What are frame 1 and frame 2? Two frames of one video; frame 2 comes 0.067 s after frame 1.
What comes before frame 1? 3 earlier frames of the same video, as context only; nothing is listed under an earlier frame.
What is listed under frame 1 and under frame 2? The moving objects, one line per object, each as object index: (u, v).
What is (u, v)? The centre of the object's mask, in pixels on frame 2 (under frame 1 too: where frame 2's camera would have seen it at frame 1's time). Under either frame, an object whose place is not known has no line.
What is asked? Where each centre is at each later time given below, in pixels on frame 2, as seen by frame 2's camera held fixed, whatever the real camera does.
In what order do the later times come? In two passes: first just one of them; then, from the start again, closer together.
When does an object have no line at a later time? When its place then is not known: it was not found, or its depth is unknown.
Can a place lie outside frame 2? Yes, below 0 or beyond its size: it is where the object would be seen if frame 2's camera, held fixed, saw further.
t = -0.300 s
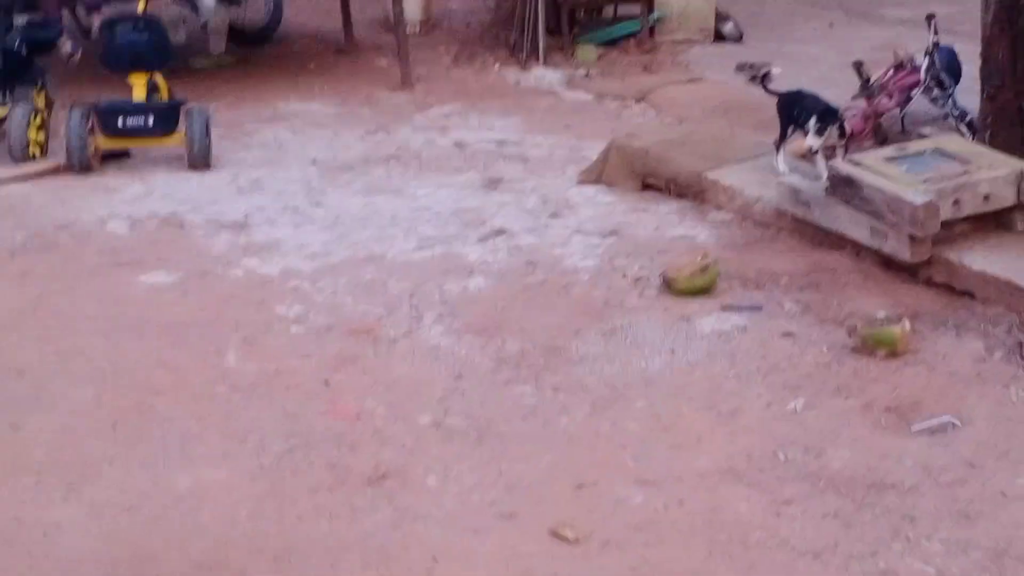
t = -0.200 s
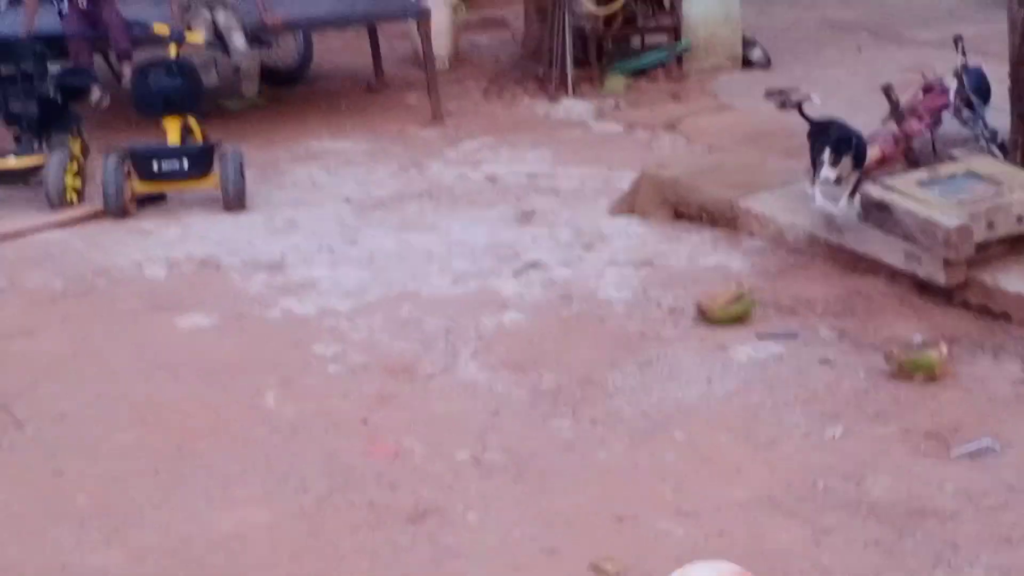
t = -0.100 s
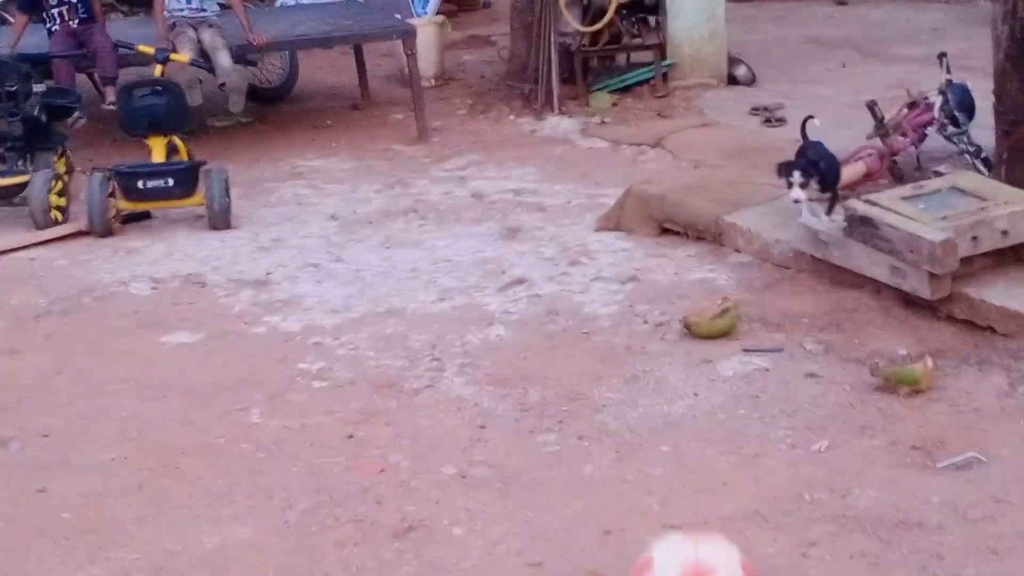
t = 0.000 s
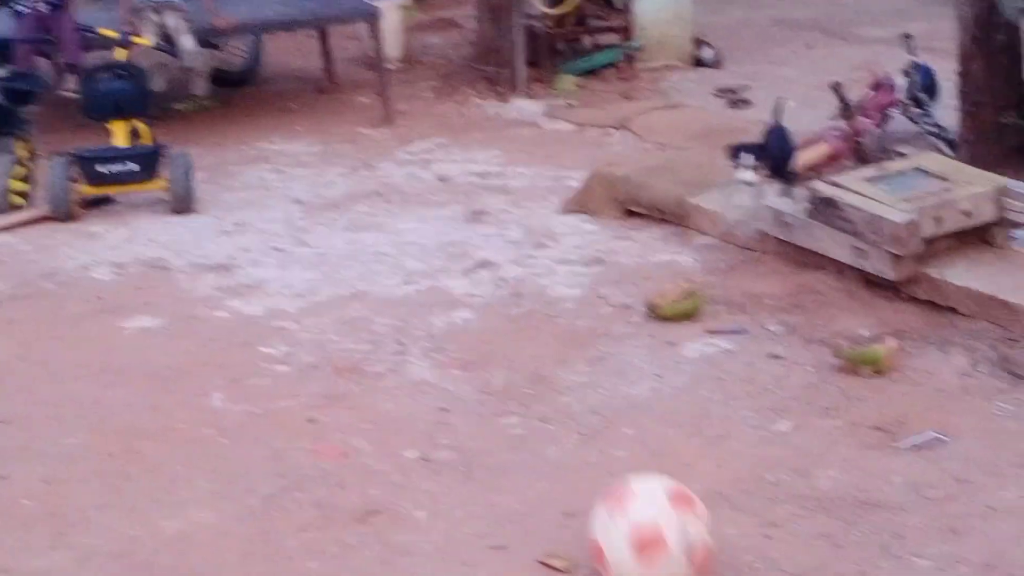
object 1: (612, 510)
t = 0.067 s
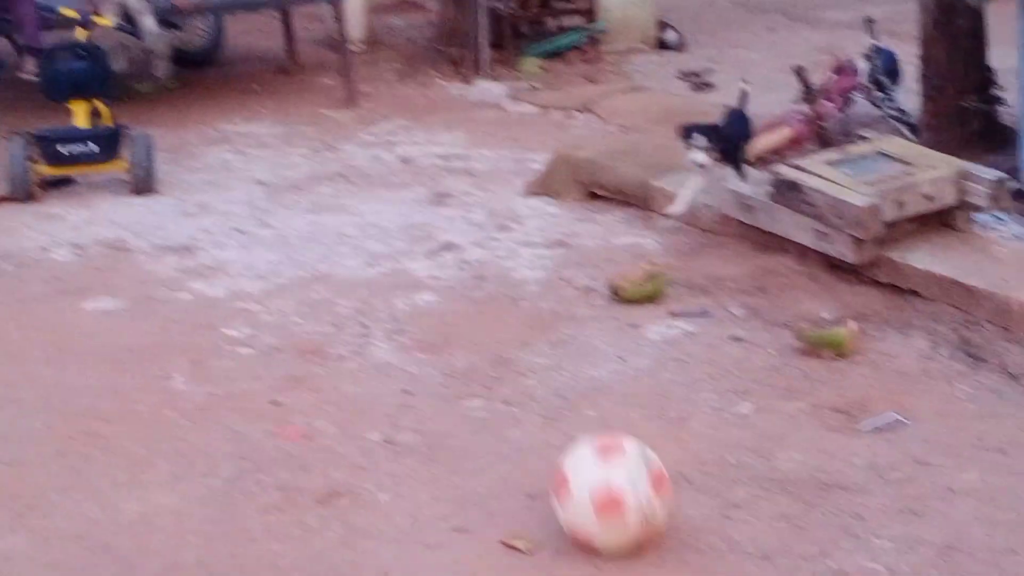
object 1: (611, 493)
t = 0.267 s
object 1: (609, 420)
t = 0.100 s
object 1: (609, 482)
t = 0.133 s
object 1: (609, 470)
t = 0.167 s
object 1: (607, 458)
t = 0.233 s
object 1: (609, 436)
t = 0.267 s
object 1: (609, 420)
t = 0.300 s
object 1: (610, 411)
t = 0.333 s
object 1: (610, 406)
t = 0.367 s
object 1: (612, 405)
